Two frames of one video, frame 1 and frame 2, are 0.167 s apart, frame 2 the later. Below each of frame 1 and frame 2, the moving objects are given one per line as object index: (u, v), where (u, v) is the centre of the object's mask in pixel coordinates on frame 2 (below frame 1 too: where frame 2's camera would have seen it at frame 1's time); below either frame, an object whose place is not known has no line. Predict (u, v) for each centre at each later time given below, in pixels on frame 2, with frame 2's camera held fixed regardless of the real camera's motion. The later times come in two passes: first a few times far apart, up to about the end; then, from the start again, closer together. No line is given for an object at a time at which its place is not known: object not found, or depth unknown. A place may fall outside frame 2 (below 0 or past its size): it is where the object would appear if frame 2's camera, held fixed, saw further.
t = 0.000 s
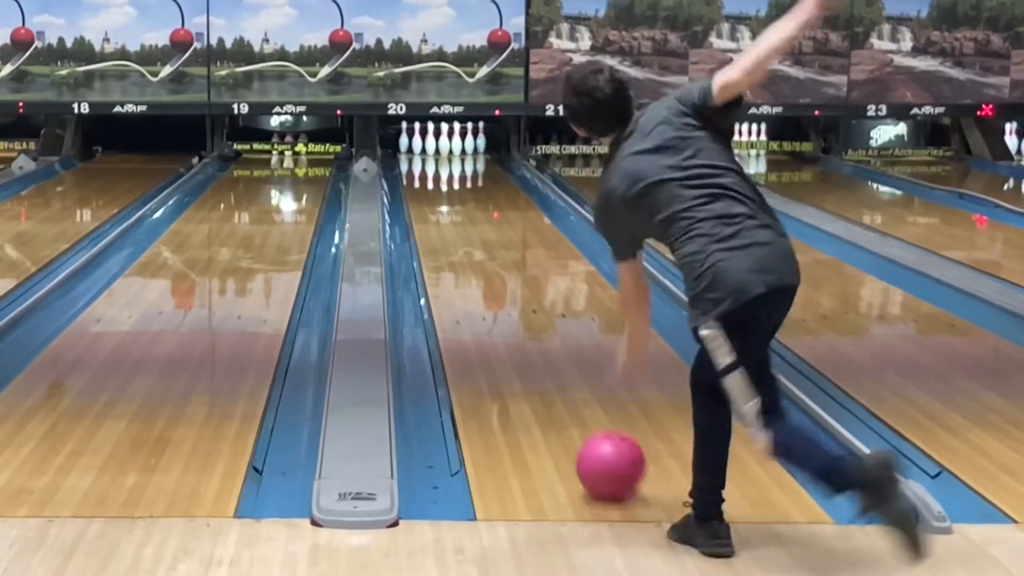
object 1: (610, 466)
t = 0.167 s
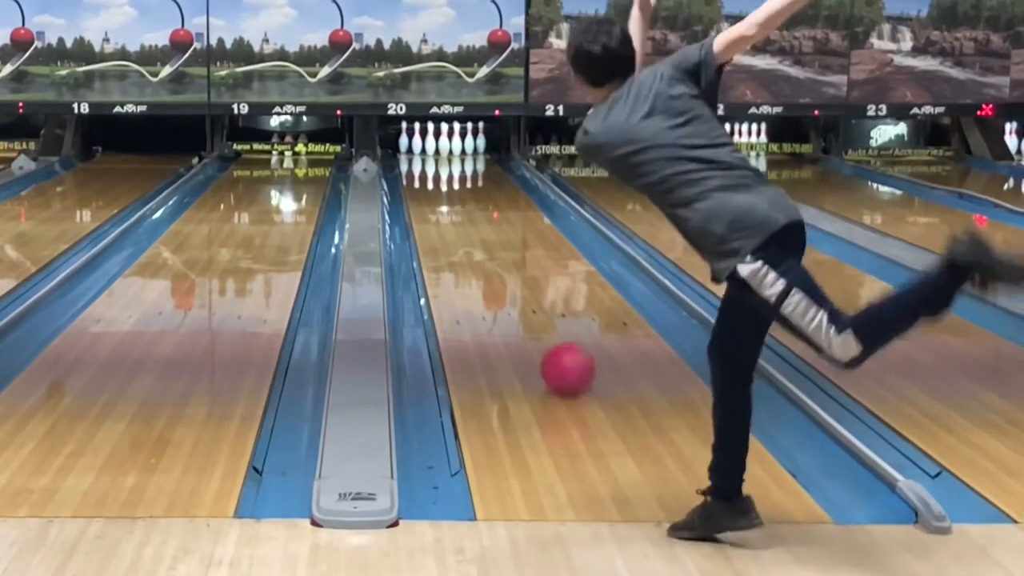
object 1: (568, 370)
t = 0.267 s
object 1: (550, 329)
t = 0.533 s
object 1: (520, 260)
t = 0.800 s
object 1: (502, 216)
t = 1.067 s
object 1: (490, 187)
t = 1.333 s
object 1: (482, 166)
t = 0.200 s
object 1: (562, 355)
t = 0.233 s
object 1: (556, 341)
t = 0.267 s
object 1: (550, 329)
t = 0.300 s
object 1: (545, 318)
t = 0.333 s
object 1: (541, 308)
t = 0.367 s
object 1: (537, 299)
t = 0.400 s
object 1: (533, 290)
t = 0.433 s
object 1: (529, 282)
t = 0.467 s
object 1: (526, 274)
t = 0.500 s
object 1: (523, 267)
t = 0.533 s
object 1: (520, 260)
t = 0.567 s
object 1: (512, 256)
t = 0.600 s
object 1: (509, 242)
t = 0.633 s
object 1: (508, 238)
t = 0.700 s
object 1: (507, 230)
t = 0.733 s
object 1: (506, 226)
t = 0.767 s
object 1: (504, 221)
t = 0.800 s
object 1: (502, 216)
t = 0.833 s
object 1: (500, 212)
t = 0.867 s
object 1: (498, 208)
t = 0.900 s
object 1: (497, 204)
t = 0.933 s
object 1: (496, 201)
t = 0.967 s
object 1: (494, 197)
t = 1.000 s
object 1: (493, 193)
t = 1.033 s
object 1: (492, 191)
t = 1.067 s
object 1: (490, 187)
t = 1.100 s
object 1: (489, 183)
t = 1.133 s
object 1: (488, 181)
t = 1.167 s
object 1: (487, 179)
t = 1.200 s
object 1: (486, 176)
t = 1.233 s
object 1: (485, 174)
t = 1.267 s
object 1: (484, 171)
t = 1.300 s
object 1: (483, 169)
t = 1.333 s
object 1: (482, 166)
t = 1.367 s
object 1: (482, 164)
